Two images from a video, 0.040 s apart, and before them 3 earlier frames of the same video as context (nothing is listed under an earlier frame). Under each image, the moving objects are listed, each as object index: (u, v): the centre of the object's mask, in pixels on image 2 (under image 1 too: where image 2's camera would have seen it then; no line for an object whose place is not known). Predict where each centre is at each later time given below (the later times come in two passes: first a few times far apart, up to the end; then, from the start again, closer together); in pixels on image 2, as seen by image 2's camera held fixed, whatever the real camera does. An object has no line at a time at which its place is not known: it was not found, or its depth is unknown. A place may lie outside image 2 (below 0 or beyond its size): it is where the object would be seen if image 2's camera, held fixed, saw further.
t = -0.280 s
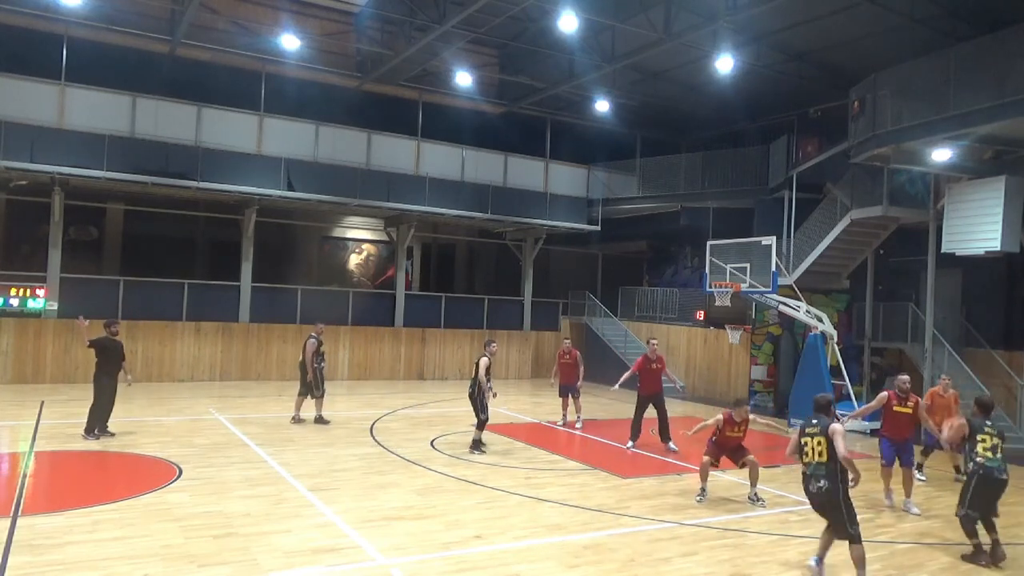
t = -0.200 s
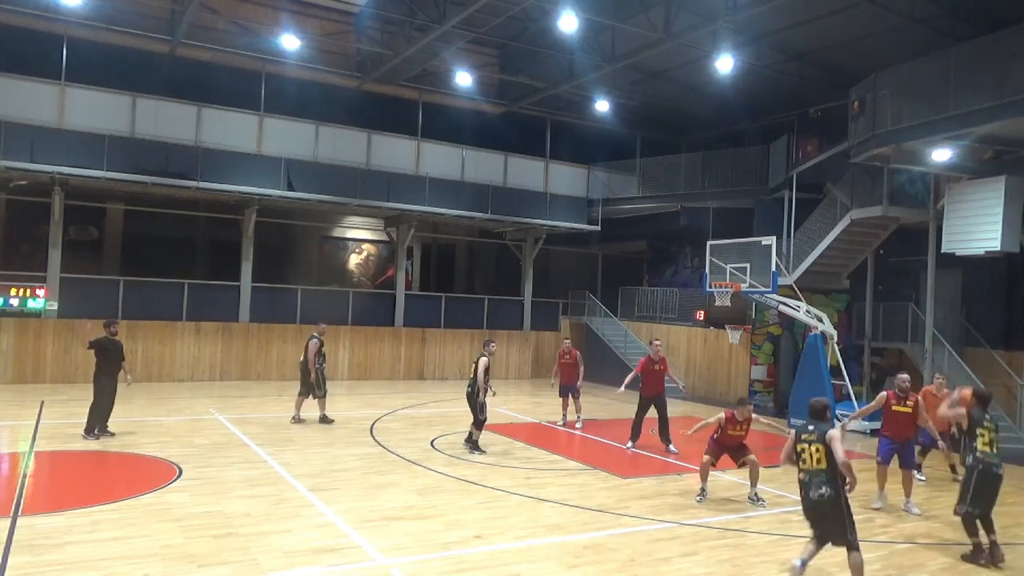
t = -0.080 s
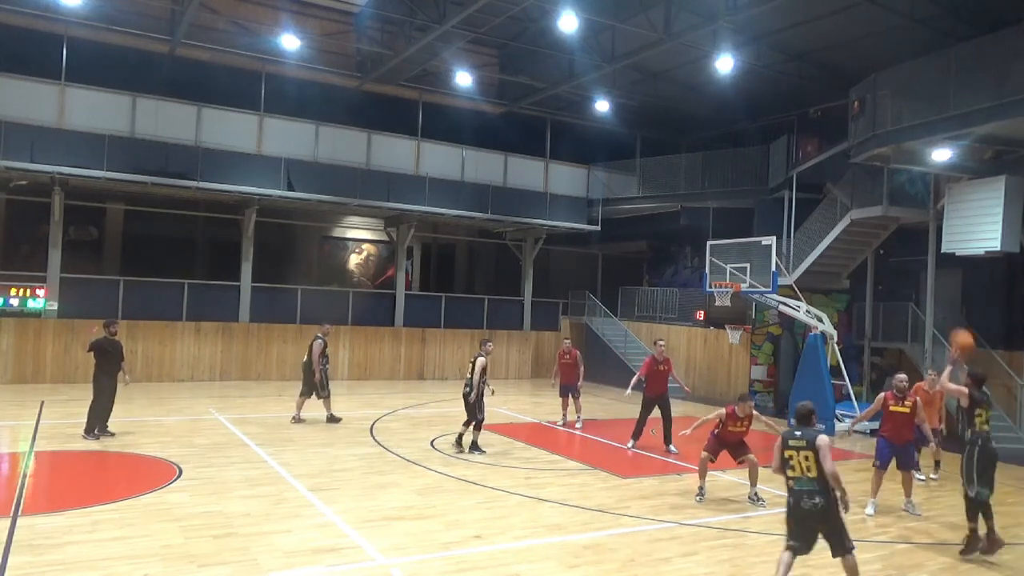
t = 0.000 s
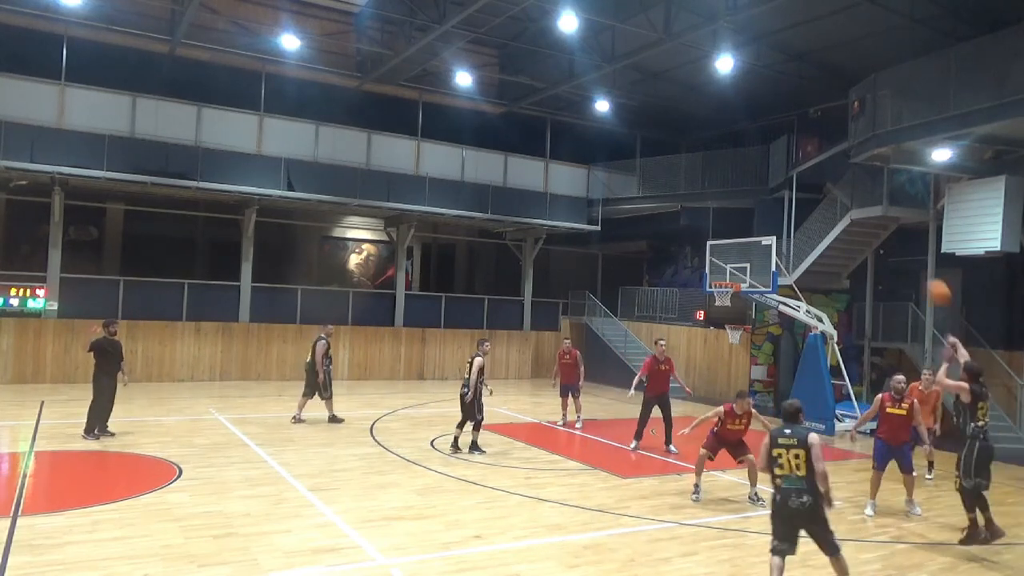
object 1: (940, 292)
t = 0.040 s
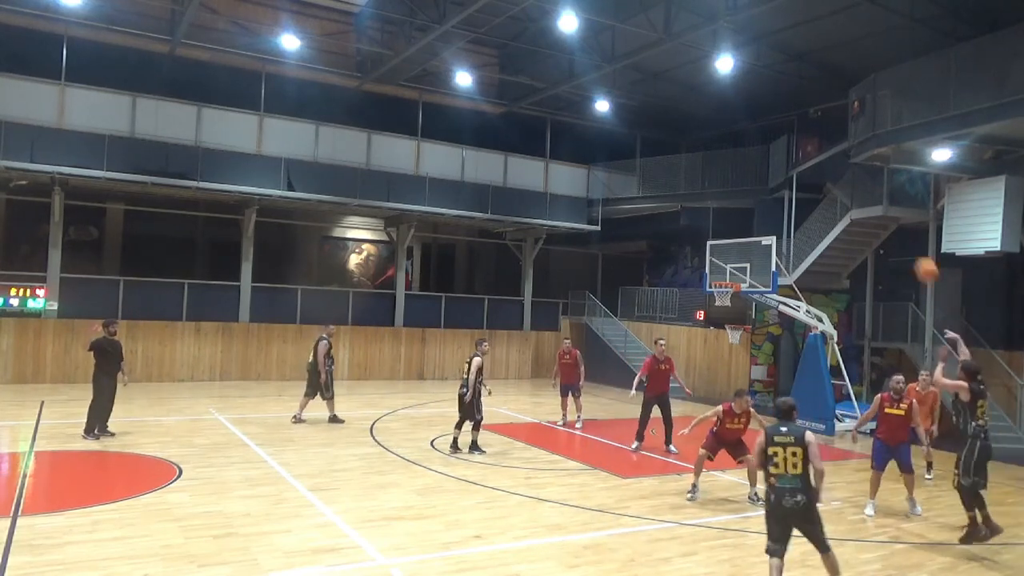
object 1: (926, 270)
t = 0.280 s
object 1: (864, 181)
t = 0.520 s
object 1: (812, 146)
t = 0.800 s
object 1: (764, 154)
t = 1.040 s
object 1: (727, 192)
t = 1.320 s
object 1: (691, 263)
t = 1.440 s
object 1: (677, 301)
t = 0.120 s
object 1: (904, 233)
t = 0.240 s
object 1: (873, 192)
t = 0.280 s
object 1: (864, 181)
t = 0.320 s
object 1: (855, 173)
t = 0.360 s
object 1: (845, 164)
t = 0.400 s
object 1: (837, 158)
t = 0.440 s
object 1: (829, 153)
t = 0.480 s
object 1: (821, 149)
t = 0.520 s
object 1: (812, 146)
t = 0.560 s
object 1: (805, 145)
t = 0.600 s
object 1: (797, 144)
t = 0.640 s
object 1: (790, 145)
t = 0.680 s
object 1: (784, 145)
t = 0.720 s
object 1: (777, 148)
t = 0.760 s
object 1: (770, 151)
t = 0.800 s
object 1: (764, 154)
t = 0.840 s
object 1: (757, 159)
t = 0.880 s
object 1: (751, 164)
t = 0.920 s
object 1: (745, 170)
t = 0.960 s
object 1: (739, 177)
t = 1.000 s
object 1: (733, 184)
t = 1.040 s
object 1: (727, 192)
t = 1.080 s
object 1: (722, 200)
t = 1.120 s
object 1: (717, 210)
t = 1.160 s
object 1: (711, 219)
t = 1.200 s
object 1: (706, 230)
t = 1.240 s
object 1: (701, 241)
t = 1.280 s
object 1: (696, 252)
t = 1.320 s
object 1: (691, 263)
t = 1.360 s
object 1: (687, 275)
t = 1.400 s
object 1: (682, 288)
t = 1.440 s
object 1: (677, 301)
